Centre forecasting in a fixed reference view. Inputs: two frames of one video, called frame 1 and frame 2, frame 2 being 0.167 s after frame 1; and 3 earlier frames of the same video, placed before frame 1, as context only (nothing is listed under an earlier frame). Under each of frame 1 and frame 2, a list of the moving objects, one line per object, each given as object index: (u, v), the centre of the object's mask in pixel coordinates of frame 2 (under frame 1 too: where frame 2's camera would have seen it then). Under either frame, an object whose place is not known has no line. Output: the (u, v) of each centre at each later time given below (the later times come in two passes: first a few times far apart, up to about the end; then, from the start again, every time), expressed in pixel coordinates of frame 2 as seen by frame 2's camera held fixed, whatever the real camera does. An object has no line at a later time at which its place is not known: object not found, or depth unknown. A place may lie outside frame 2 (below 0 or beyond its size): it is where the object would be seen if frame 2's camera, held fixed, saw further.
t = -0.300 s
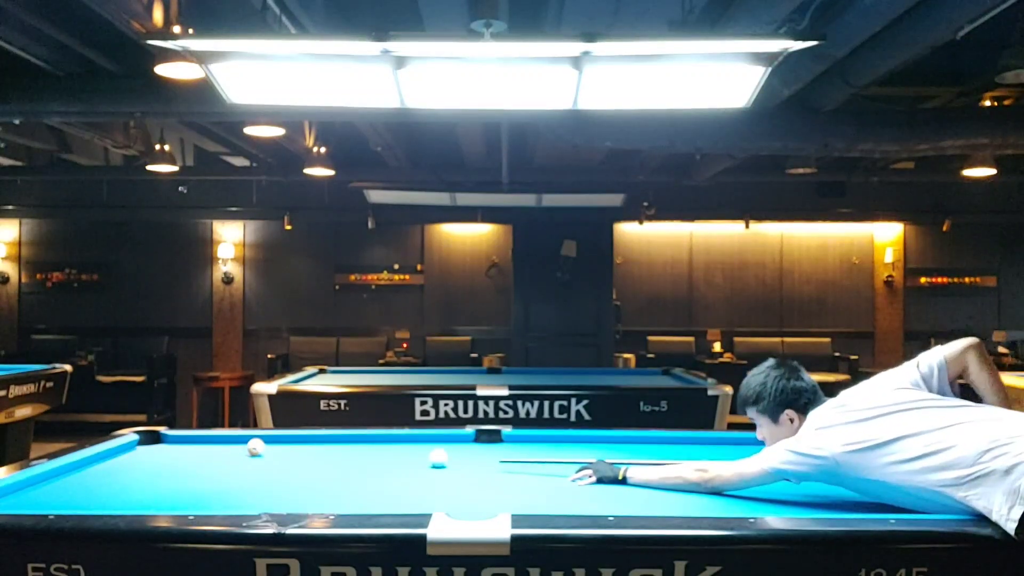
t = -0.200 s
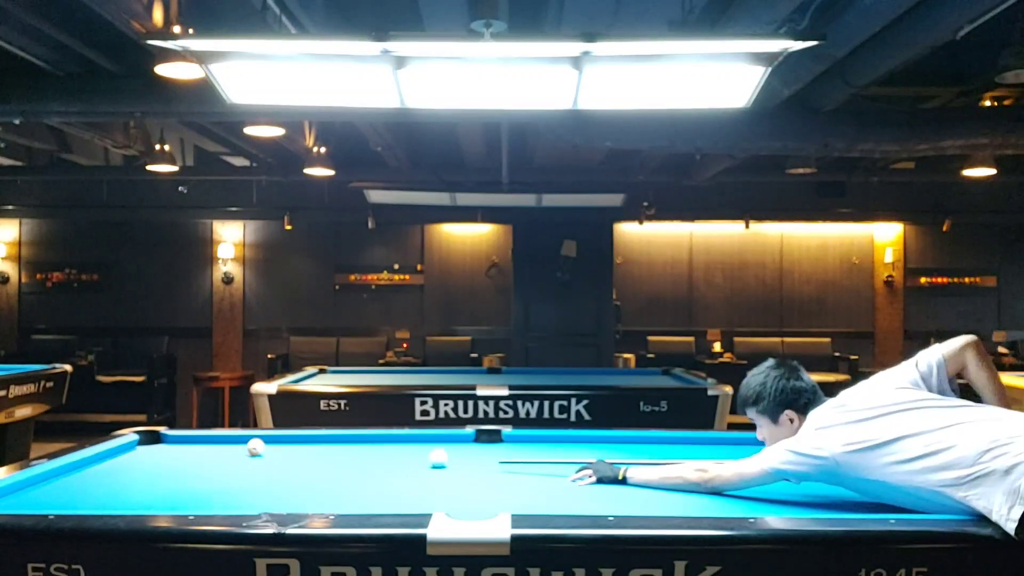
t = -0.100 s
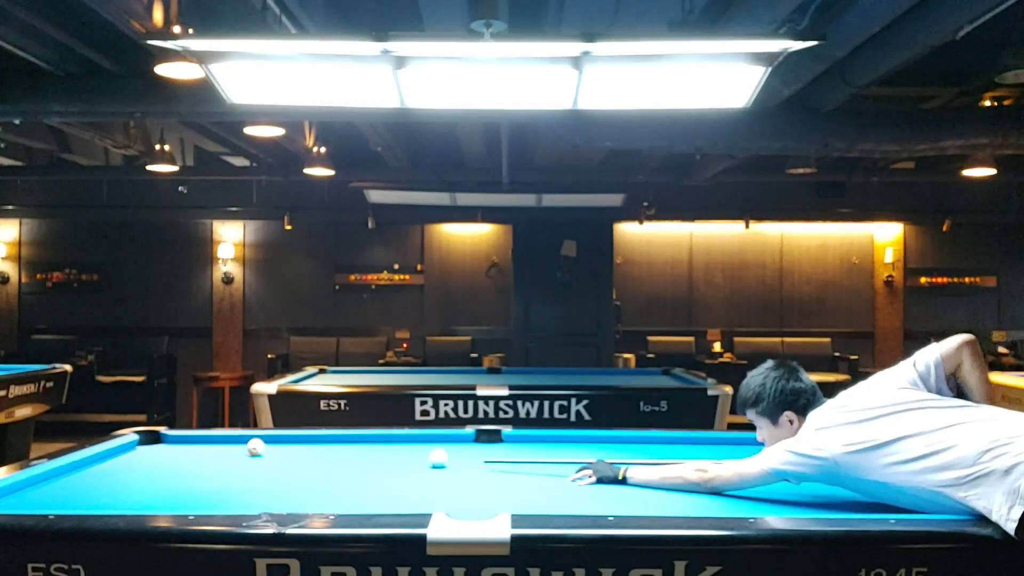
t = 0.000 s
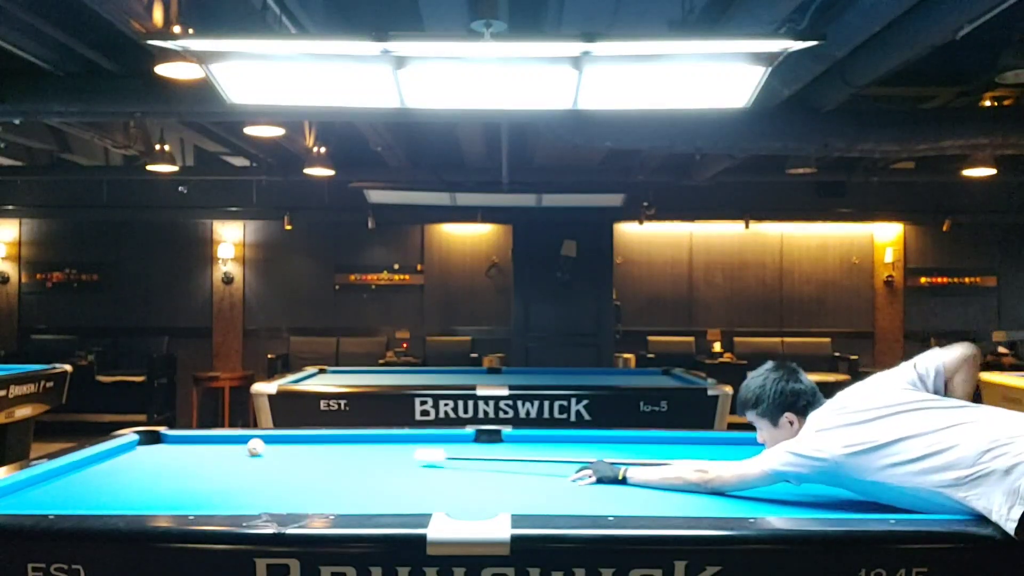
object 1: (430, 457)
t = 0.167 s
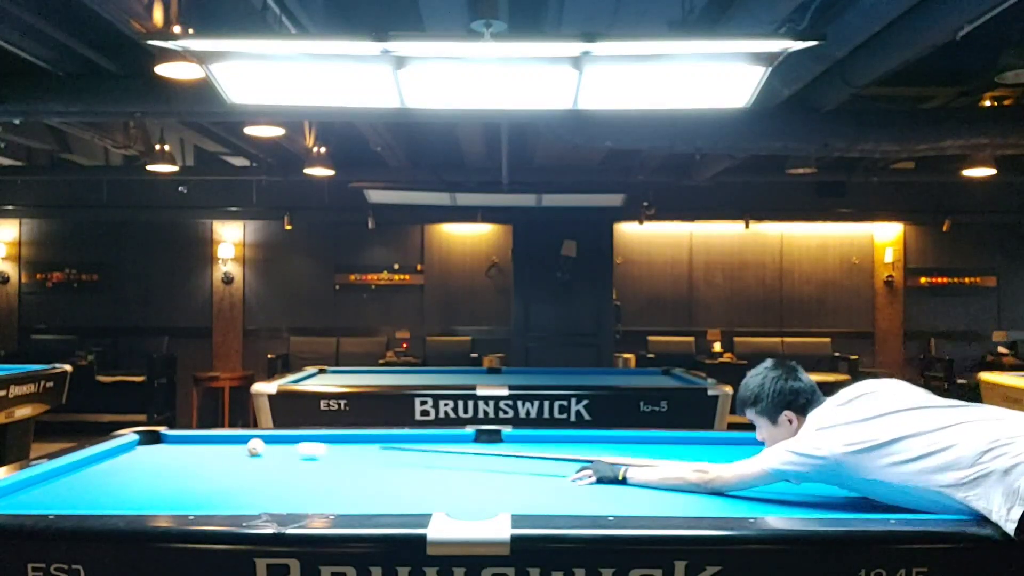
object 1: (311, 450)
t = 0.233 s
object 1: (274, 448)
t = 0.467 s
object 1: (246, 449)
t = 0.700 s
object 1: (210, 448)
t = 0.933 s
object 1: (174, 449)
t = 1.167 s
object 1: (142, 449)
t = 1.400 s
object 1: (131, 448)
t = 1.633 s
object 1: (147, 449)
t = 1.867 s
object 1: (163, 449)
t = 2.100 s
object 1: (177, 451)
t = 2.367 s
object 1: (192, 451)
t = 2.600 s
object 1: (205, 451)
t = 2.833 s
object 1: (216, 451)
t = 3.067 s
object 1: (226, 452)
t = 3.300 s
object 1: (234, 452)
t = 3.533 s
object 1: (242, 452)
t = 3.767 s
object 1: (249, 452)
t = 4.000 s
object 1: (254, 452)
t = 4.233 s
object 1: (260, 453)
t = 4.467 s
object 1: (263, 453)
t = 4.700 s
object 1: (266, 453)
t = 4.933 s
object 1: (267, 453)
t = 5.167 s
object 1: (268, 454)
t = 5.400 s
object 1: (268, 453)
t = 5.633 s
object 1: (269, 454)
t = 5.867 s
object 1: (269, 453)
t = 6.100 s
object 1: (269, 454)
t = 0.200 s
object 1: (291, 449)
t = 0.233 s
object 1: (274, 448)
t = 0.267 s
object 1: (268, 448)
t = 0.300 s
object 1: (266, 448)
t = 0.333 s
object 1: (263, 448)
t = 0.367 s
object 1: (260, 449)
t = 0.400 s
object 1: (256, 449)
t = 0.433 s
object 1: (251, 449)
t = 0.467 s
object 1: (246, 449)
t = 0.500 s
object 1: (241, 448)
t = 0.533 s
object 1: (236, 448)
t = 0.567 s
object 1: (231, 447)
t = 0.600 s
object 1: (225, 448)
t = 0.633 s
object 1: (220, 448)
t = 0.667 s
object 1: (215, 449)
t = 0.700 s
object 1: (210, 448)
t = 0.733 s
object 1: (204, 449)
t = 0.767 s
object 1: (199, 449)
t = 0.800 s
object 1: (194, 449)
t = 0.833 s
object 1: (189, 449)
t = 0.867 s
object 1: (185, 449)
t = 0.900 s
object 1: (180, 449)
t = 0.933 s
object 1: (174, 449)
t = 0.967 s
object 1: (170, 449)
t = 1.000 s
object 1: (165, 449)
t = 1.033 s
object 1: (160, 449)
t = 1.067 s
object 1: (155, 449)
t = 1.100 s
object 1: (150, 449)
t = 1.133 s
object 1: (146, 449)
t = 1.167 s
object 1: (142, 449)
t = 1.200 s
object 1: (137, 449)
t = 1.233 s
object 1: (133, 448)
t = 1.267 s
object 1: (129, 449)
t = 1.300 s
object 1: (124, 449)
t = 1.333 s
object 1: (125, 449)
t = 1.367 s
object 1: (129, 448)
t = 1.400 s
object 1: (131, 448)
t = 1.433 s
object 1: (134, 448)
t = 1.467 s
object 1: (136, 449)
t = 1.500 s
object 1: (138, 448)
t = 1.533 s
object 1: (141, 448)
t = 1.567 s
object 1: (143, 448)
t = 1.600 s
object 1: (146, 449)
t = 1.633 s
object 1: (147, 449)
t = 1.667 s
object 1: (149, 449)
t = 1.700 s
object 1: (152, 449)
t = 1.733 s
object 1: (154, 449)
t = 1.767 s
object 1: (156, 449)
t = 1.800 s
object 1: (158, 449)
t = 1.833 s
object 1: (161, 449)
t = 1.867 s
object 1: (163, 449)
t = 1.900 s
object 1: (165, 450)
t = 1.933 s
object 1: (167, 450)
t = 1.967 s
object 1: (169, 450)
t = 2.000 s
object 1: (171, 450)
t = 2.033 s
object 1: (173, 450)
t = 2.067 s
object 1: (175, 450)
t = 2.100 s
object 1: (177, 451)
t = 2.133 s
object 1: (179, 450)
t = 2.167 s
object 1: (181, 450)
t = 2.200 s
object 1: (183, 450)
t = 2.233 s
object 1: (185, 450)
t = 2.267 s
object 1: (187, 451)
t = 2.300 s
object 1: (189, 451)
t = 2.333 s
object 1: (191, 451)
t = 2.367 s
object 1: (192, 451)
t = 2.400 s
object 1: (194, 451)
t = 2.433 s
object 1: (196, 451)
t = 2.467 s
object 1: (197, 451)
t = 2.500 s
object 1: (199, 451)
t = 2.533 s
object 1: (201, 451)
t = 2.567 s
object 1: (203, 451)
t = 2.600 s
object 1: (205, 451)
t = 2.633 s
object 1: (206, 451)
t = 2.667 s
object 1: (208, 451)
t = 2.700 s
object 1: (210, 451)
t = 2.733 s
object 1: (211, 451)
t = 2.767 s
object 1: (213, 451)
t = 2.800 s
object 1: (214, 452)
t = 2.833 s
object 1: (216, 451)
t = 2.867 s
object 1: (217, 452)
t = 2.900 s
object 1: (218, 452)
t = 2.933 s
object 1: (220, 452)
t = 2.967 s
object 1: (222, 452)
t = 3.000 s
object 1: (223, 452)
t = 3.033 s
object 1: (224, 452)
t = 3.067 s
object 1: (226, 452)
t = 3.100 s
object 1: (227, 452)
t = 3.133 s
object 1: (228, 452)
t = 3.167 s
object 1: (229, 452)
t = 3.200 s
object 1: (230, 452)
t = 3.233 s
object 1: (233, 452)
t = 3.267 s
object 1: (233, 452)
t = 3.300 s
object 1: (234, 452)
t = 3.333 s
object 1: (235, 452)
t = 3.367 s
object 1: (237, 452)
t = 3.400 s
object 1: (238, 452)
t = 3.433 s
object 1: (239, 452)
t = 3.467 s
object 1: (240, 452)
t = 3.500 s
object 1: (241, 452)
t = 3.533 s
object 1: (242, 452)
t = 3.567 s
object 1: (243, 452)
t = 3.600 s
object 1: (244, 452)
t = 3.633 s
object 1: (245, 452)
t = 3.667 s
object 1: (246, 452)
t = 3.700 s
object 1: (247, 452)
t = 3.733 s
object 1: (249, 452)
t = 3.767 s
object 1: (249, 452)
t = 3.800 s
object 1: (250, 452)
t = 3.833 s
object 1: (251, 452)
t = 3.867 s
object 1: (252, 452)
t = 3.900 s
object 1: (253, 453)
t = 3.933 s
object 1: (253, 452)
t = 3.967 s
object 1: (254, 453)
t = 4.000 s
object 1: (254, 452)
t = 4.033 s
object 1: (256, 453)
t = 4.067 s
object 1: (256, 453)
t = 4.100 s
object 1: (257, 453)
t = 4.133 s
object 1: (258, 453)
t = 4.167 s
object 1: (258, 453)
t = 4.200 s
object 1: (259, 453)
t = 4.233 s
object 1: (260, 453)
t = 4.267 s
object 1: (260, 453)
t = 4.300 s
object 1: (261, 453)
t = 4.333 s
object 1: (261, 452)
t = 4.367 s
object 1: (262, 453)
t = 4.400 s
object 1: (262, 453)
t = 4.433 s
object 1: (263, 453)
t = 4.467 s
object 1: (263, 453)
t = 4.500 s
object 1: (264, 453)
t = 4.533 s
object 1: (264, 453)
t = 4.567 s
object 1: (264, 453)
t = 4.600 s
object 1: (265, 453)
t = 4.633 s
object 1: (265, 453)
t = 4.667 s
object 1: (266, 453)
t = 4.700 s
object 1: (266, 453)
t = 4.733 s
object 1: (266, 453)
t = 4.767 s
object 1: (266, 453)
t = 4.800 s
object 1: (267, 453)
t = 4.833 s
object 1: (267, 453)
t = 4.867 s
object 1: (267, 453)
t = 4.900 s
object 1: (267, 453)
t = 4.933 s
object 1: (267, 453)
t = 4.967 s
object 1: (267, 454)
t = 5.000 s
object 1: (268, 453)
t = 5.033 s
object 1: (268, 453)
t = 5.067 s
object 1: (268, 453)
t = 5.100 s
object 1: (268, 454)
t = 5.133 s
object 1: (268, 453)
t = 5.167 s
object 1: (268, 454)
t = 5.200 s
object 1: (268, 453)
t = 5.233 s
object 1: (268, 454)
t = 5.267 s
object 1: (269, 453)
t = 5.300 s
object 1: (268, 454)
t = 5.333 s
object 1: (268, 453)
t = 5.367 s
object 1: (269, 453)
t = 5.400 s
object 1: (268, 453)
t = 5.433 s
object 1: (269, 454)
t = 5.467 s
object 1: (269, 453)
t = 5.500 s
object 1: (269, 454)
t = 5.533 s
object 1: (269, 453)
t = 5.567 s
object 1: (269, 454)
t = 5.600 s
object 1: (269, 453)
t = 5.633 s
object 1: (269, 454)
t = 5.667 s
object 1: (269, 453)
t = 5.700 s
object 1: (269, 454)
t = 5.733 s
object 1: (269, 453)
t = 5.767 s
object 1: (269, 453)
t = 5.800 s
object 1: (269, 453)
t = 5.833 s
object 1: (269, 453)
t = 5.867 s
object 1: (269, 453)
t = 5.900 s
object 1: (269, 453)
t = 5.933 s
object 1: (269, 453)
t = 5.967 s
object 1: (269, 454)
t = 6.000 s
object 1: (269, 453)
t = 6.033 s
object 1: (269, 454)
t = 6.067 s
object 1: (269, 453)
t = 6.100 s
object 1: (269, 454)
